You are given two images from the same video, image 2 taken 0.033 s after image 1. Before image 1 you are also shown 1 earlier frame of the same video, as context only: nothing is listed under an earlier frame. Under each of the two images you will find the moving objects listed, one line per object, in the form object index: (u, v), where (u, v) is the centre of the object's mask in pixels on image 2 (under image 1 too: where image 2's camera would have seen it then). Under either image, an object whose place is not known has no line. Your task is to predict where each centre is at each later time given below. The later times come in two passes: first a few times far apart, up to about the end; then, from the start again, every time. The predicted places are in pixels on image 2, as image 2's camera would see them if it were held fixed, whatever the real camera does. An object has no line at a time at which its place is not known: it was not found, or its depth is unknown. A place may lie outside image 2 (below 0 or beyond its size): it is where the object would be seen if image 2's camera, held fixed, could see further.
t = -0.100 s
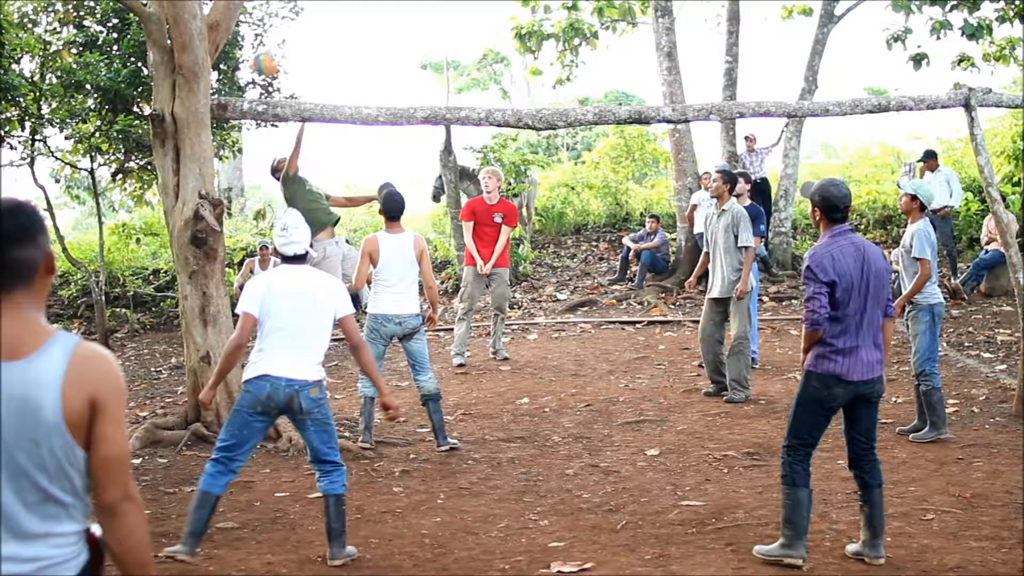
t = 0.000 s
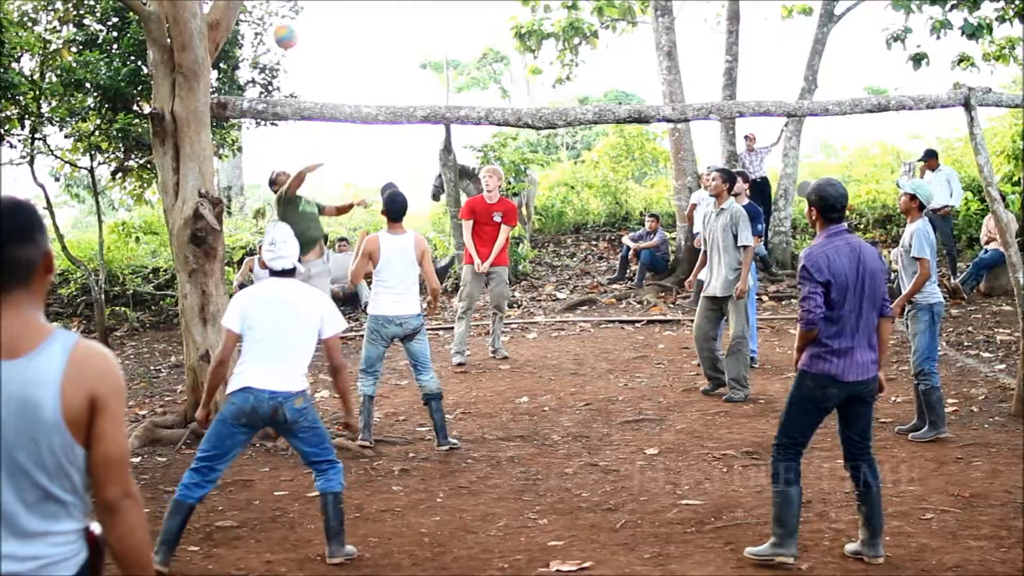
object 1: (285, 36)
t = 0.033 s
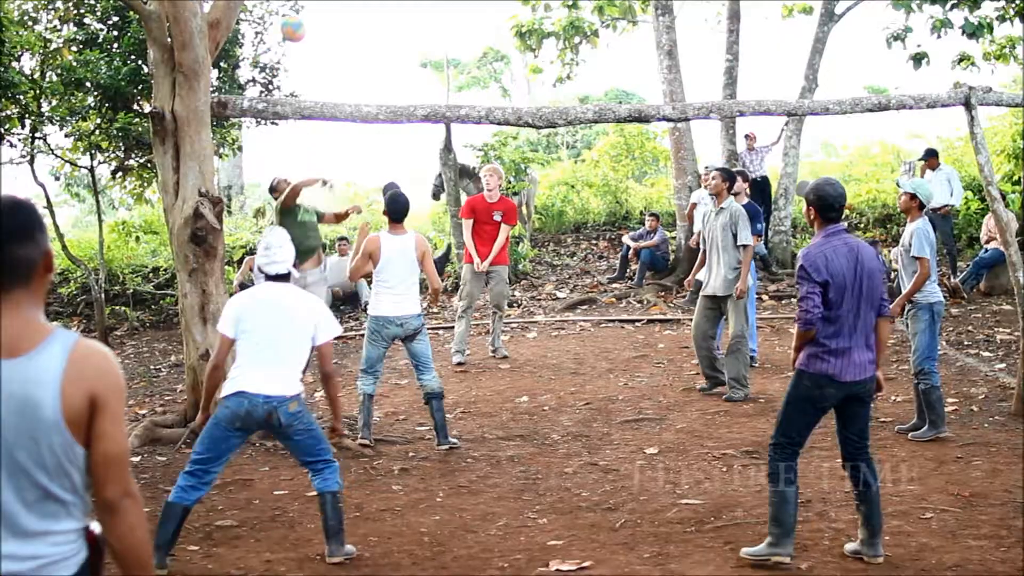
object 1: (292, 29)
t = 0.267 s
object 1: (345, 33)
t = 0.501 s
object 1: (400, 119)
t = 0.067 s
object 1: (300, 24)
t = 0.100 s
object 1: (307, 22)
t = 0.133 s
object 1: (315, 21)
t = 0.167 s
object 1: (322, 21)
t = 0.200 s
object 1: (331, 23)
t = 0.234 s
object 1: (338, 27)
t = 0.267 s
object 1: (345, 33)
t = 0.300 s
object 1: (354, 39)
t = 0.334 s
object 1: (362, 48)
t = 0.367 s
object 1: (369, 60)
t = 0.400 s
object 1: (377, 72)
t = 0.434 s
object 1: (386, 87)
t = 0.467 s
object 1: (394, 105)
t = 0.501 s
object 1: (400, 119)
